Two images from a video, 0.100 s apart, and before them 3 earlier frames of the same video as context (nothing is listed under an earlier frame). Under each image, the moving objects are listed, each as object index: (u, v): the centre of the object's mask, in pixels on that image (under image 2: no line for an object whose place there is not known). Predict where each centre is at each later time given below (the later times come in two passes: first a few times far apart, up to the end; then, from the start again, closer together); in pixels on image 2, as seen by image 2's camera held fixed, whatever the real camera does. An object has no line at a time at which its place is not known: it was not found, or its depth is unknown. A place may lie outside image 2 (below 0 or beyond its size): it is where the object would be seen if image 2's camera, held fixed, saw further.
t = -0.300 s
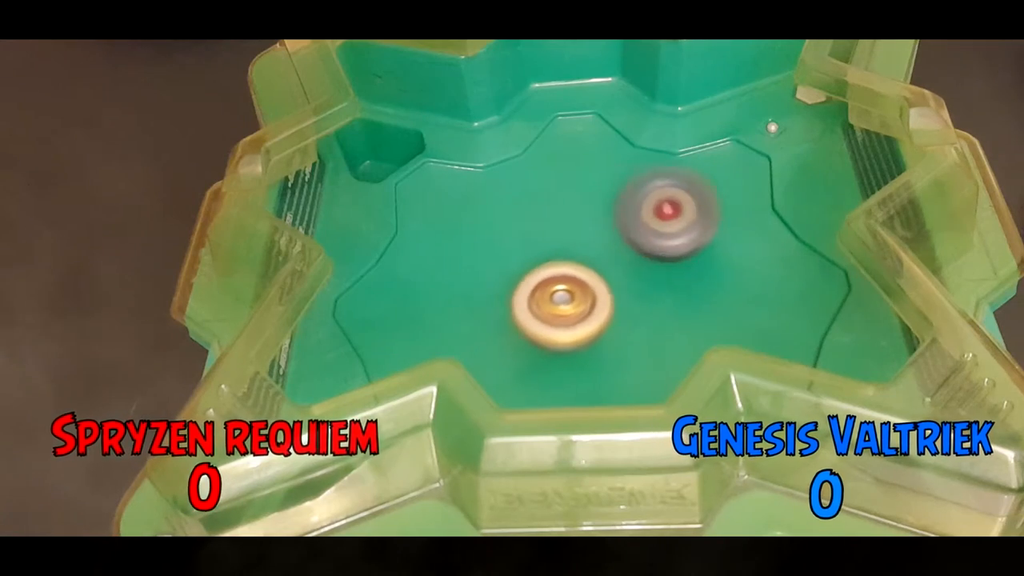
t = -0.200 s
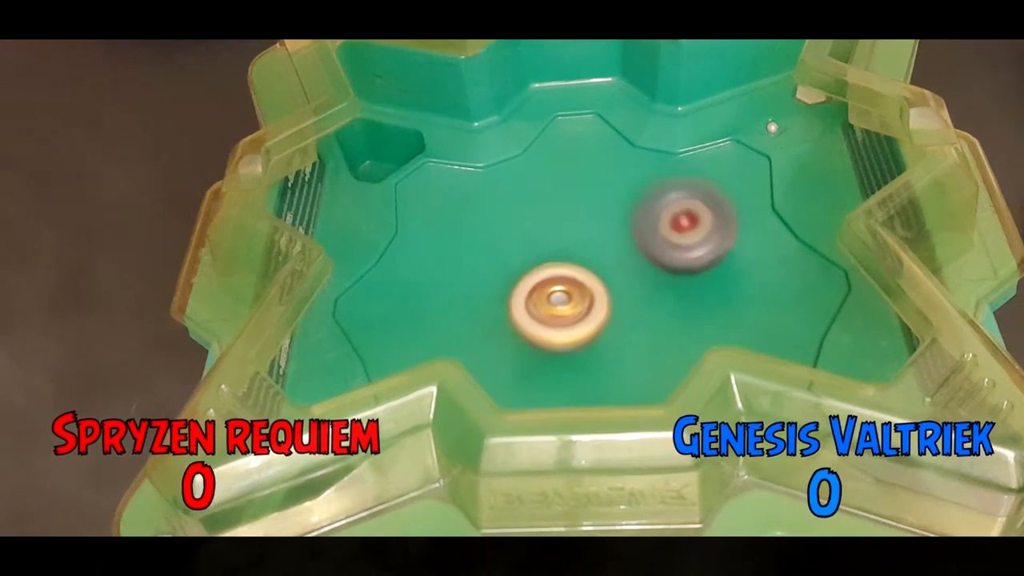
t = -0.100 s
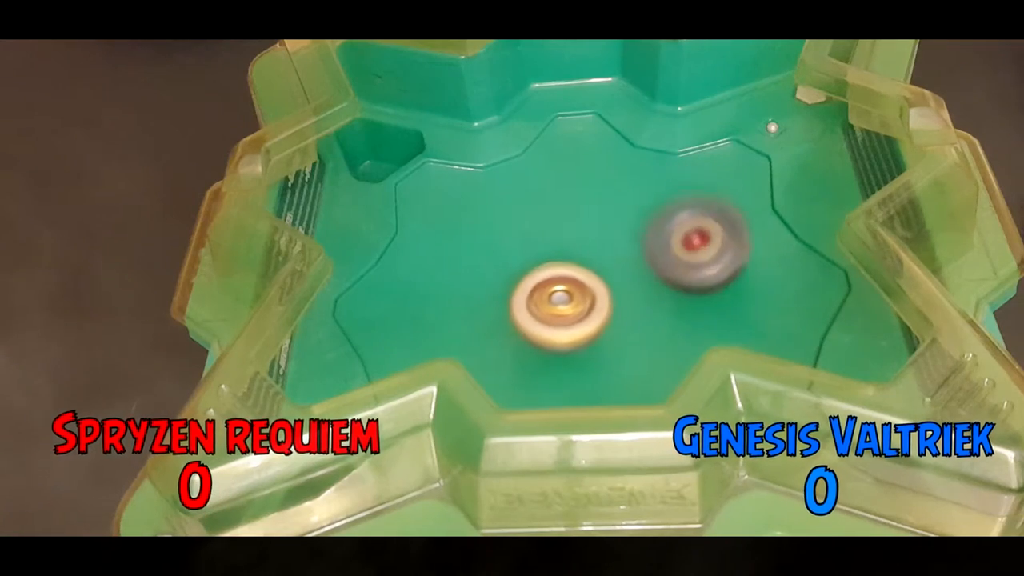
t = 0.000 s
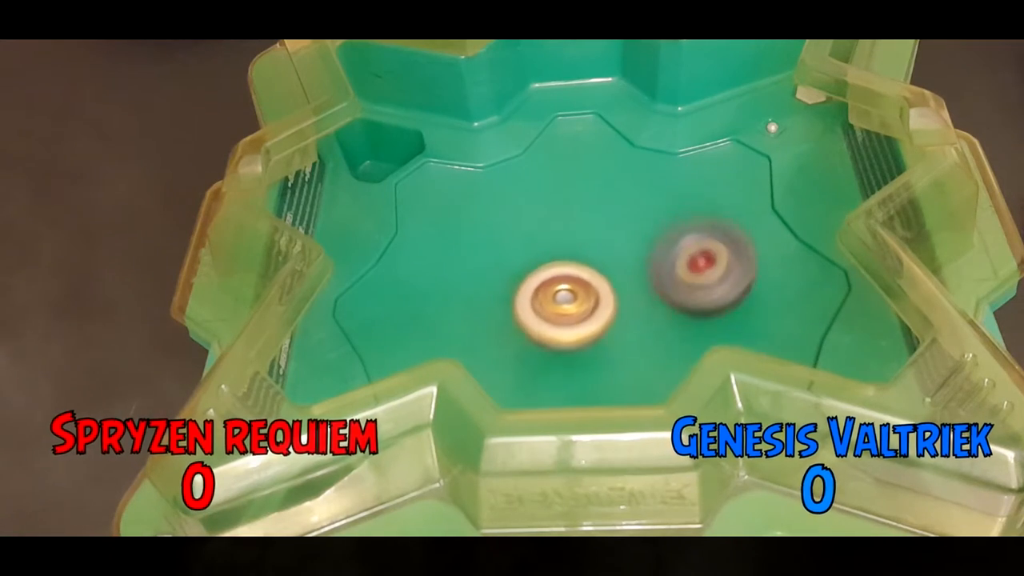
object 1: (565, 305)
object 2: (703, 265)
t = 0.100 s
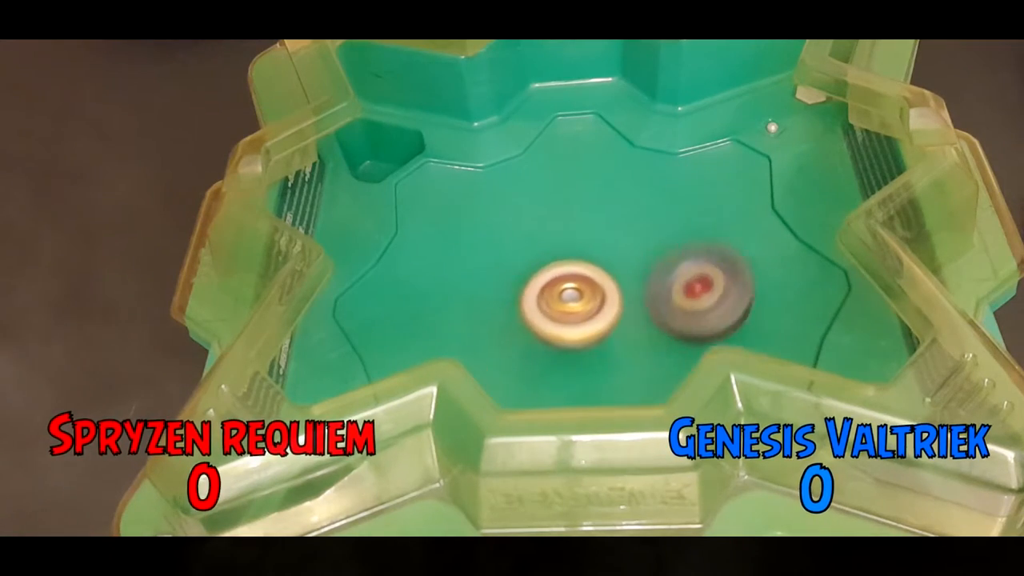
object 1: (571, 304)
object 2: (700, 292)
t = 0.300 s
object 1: (554, 289)
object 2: (705, 330)
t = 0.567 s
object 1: (534, 261)
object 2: (651, 369)
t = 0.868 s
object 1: (555, 283)
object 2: (539, 373)
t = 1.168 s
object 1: (582, 292)
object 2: (472, 330)
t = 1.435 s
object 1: (594, 309)
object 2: (474, 266)
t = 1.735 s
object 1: (602, 310)
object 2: (547, 219)
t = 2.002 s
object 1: (602, 311)
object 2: (621, 214)
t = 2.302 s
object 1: (573, 328)
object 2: (695, 250)
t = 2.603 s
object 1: (534, 331)
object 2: (690, 310)
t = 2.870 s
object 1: (531, 311)
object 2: (631, 364)
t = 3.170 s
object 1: (538, 238)
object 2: (572, 390)
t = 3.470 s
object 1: (565, 202)
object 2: (524, 366)
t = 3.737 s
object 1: (586, 224)
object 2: (523, 301)
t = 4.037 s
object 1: (635, 251)
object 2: (534, 289)
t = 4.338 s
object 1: (680, 285)
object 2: (547, 296)
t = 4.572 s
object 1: (695, 318)
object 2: (534, 295)
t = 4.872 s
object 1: (670, 332)
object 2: (521, 287)
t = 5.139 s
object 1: (639, 316)
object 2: (522, 270)
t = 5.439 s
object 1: (614, 307)
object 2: (520, 259)
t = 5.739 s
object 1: (612, 316)
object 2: (521, 243)
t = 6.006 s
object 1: (614, 322)
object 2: (548, 250)
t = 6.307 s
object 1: (629, 340)
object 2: (565, 252)
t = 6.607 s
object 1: (626, 333)
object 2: (557, 269)
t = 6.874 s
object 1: (615, 324)
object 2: (533, 270)
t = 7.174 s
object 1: (604, 311)
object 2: (531, 248)
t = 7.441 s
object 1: (606, 317)
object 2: (548, 234)
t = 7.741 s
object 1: (611, 320)
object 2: (567, 245)
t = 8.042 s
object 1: (626, 325)
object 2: (550, 254)
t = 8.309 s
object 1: (625, 315)
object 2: (540, 266)
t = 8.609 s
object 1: (610, 311)
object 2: (521, 262)
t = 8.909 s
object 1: (610, 314)
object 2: (532, 253)
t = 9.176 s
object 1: (622, 328)
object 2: (551, 252)
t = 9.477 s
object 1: (624, 329)
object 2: (558, 266)
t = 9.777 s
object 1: (621, 325)
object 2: (546, 269)
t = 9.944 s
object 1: (624, 329)
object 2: (534, 259)
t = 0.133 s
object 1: (573, 303)
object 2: (697, 301)
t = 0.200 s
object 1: (578, 301)
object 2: (688, 317)
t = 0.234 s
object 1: (577, 301)
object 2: (687, 317)
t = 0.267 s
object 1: (567, 296)
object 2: (694, 323)
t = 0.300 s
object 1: (554, 289)
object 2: (705, 330)
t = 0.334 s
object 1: (545, 283)
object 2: (710, 334)
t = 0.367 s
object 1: (539, 276)
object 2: (708, 338)
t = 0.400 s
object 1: (535, 271)
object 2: (703, 343)
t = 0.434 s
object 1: (533, 267)
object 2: (693, 348)
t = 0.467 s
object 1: (532, 264)
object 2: (681, 355)
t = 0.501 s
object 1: (532, 262)
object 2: (670, 361)
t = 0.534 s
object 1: (532, 261)
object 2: (660, 365)
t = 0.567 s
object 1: (534, 261)
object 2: (651, 369)
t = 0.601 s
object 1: (536, 262)
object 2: (642, 372)
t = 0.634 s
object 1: (538, 263)
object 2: (632, 375)
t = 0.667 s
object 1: (540, 264)
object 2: (620, 377)
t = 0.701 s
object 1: (543, 267)
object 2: (607, 379)
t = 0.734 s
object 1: (545, 269)
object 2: (591, 379)
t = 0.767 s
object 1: (548, 272)
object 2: (578, 378)
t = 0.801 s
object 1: (550, 276)
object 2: (564, 377)
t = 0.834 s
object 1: (553, 279)
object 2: (551, 377)
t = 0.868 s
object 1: (555, 283)
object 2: (539, 373)
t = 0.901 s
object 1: (558, 284)
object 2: (529, 371)
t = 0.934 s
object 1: (561, 283)
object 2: (520, 370)
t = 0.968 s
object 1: (565, 283)
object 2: (514, 368)
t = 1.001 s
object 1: (569, 284)
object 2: (506, 364)
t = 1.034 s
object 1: (573, 285)
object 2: (498, 358)
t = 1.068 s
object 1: (576, 287)
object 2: (491, 352)
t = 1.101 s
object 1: (578, 288)
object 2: (485, 344)
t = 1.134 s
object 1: (581, 291)
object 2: (478, 337)
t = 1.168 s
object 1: (582, 292)
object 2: (472, 330)
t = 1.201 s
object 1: (583, 295)
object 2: (468, 322)
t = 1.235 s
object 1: (584, 297)
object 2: (465, 315)
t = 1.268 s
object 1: (584, 299)
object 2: (464, 306)
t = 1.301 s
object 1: (586, 302)
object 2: (464, 297)
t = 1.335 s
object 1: (587, 304)
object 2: (465, 289)
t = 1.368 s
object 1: (590, 306)
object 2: (466, 281)
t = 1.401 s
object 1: (592, 307)
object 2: (470, 274)
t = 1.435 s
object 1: (594, 309)
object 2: (474, 266)
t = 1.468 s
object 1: (596, 309)
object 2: (480, 259)
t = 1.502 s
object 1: (597, 310)
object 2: (487, 252)
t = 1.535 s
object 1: (598, 310)
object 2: (494, 246)
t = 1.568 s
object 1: (598, 310)
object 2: (502, 240)
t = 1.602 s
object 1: (599, 310)
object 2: (510, 234)
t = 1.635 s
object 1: (600, 311)
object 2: (518, 229)
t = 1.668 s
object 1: (600, 311)
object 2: (527, 225)
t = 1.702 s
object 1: (601, 311)
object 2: (537, 222)
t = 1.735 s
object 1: (602, 310)
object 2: (547, 219)
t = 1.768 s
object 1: (603, 309)
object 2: (557, 217)
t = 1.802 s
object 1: (604, 308)
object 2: (568, 216)
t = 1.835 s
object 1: (604, 306)
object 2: (578, 216)
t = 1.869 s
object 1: (604, 304)
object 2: (589, 215)
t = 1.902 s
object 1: (603, 303)
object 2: (599, 215)
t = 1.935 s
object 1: (604, 304)
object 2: (608, 214)
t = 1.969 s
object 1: (603, 307)
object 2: (614, 213)
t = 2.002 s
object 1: (602, 311)
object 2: (621, 214)
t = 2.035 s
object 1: (602, 313)
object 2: (628, 217)
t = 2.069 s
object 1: (601, 314)
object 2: (635, 222)
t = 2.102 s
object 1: (600, 314)
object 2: (642, 228)
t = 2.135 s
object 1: (599, 315)
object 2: (650, 233)
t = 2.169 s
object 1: (598, 316)
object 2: (658, 238)
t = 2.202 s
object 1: (596, 317)
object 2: (664, 243)
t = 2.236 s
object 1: (593, 318)
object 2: (670, 249)
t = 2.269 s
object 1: (583, 323)
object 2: (683, 250)
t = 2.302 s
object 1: (573, 328)
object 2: (695, 250)
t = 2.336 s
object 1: (564, 330)
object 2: (702, 251)
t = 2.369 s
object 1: (558, 331)
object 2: (705, 255)
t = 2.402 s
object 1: (552, 332)
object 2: (707, 260)
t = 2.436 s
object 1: (548, 332)
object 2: (707, 267)
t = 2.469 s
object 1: (544, 333)
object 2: (706, 276)
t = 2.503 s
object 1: (541, 333)
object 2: (703, 285)
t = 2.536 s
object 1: (538, 333)
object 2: (700, 293)
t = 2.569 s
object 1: (536, 332)
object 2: (696, 302)
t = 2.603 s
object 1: (534, 331)
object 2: (690, 310)
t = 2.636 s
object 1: (533, 330)
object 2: (683, 318)
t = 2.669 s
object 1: (532, 329)
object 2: (676, 326)
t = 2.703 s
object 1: (532, 327)
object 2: (669, 333)
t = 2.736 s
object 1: (532, 325)
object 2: (660, 340)
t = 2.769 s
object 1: (533, 323)
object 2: (652, 348)
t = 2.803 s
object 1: (534, 320)
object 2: (643, 354)
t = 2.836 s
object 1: (532, 315)
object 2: (637, 360)
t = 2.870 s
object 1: (531, 311)
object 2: (631, 364)
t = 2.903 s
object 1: (532, 307)
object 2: (624, 366)
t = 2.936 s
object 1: (533, 303)
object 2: (613, 368)
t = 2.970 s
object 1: (534, 299)
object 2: (602, 368)
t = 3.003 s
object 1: (536, 295)
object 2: (592, 369)
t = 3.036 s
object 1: (537, 289)
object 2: (584, 370)
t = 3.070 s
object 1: (534, 272)
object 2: (583, 380)
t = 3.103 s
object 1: (533, 258)
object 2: (582, 385)
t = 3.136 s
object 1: (534, 247)
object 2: (577, 388)
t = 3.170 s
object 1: (538, 238)
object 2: (572, 390)
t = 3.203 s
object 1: (541, 231)
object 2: (565, 390)
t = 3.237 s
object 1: (544, 224)
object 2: (559, 390)
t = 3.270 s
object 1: (547, 219)
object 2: (552, 388)
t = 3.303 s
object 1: (550, 214)
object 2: (546, 386)
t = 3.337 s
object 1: (553, 210)
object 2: (540, 384)
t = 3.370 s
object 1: (556, 206)
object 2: (535, 381)
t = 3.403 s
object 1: (559, 204)
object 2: (531, 377)
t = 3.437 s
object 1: (562, 202)
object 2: (527, 371)
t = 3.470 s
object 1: (565, 202)
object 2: (524, 366)
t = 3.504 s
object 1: (568, 203)
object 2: (522, 360)
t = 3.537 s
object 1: (571, 205)
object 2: (520, 350)
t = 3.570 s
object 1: (573, 207)
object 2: (520, 341)
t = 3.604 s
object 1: (575, 211)
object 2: (520, 331)
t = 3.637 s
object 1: (577, 215)
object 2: (522, 322)
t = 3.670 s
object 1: (579, 219)
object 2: (523, 314)
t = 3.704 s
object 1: (581, 224)
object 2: (526, 303)
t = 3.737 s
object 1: (586, 224)
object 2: (523, 301)
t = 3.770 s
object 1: (592, 223)
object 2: (517, 301)
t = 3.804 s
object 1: (596, 224)
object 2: (514, 301)
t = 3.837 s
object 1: (601, 227)
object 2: (515, 300)
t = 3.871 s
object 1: (605, 231)
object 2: (519, 296)
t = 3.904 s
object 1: (610, 236)
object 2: (524, 291)
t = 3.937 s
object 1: (617, 239)
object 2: (525, 290)
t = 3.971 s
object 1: (625, 242)
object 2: (527, 290)
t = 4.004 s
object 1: (631, 247)
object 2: (530, 290)
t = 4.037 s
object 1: (635, 251)
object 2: (534, 289)
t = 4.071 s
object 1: (643, 255)
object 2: (534, 289)
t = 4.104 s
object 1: (651, 258)
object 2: (531, 290)
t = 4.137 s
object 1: (658, 261)
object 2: (531, 292)
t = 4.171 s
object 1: (664, 265)
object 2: (533, 293)
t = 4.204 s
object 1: (669, 268)
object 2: (535, 293)
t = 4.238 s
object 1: (673, 272)
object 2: (538, 294)
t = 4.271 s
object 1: (676, 276)
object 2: (540, 294)
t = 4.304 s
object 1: (678, 280)
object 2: (544, 294)
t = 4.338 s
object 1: (680, 285)
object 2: (547, 296)
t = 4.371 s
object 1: (680, 289)
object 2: (550, 296)
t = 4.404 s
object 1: (680, 294)
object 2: (554, 297)
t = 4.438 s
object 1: (678, 298)
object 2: (557, 298)
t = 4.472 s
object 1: (675, 302)
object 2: (561, 299)
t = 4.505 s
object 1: (674, 306)
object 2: (561, 300)
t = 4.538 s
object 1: (686, 311)
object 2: (545, 297)
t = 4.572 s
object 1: (695, 318)
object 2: (534, 295)
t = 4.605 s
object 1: (697, 321)
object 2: (527, 293)
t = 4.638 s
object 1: (698, 324)
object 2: (523, 293)
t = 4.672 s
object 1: (696, 327)
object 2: (520, 293)
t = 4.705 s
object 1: (693, 329)
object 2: (519, 292)
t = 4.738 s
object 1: (692, 334)
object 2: (518, 291)
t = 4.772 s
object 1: (688, 335)
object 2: (518, 290)
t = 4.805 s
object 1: (682, 334)
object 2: (519, 289)
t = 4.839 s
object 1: (675, 332)
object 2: (520, 288)
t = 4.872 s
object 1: (670, 332)
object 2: (521, 287)
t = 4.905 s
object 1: (664, 329)
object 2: (523, 286)
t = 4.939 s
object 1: (658, 327)
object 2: (526, 286)
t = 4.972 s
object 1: (651, 324)
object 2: (529, 285)
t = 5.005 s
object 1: (644, 321)
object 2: (532, 284)
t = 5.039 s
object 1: (637, 317)
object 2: (534, 283)
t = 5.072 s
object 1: (639, 316)
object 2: (530, 279)
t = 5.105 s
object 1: (640, 316)
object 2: (524, 273)
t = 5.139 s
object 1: (639, 316)
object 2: (522, 270)
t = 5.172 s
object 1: (635, 315)
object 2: (522, 269)
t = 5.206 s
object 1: (631, 314)
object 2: (523, 268)
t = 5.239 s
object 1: (626, 312)
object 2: (523, 267)
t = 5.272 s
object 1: (621, 310)
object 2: (525, 265)
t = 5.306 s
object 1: (619, 309)
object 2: (525, 264)
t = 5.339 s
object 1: (621, 308)
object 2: (519, 261)
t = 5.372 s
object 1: (620, 308)
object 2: (518, 260)
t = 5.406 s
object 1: (617, 307)
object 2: (518, 260)
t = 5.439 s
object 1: (614, 307)
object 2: (520, 259)
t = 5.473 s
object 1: (611, 306)
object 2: (521, 259)
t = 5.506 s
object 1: (612, 307)
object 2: (521, 256)
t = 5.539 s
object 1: (612, 307)
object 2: (521, 254)
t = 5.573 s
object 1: (611, 308)
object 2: (521, 253)
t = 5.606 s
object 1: (609, 308)
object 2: (523, 252)
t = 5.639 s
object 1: (607, 308)
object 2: (525, 252)
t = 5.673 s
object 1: (606, 308)
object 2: (526, 250)
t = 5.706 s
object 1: (611, 313)
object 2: (523, 247)
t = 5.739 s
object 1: (612, 316)
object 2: (521, 243)
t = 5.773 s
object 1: (613, 318)
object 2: (521, 242)
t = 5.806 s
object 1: (614, 320)
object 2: (522, 242)
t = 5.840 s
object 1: (615, 321)
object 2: (525, 242)
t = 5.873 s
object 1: (615, 321)
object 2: (529, 243)
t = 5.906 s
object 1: (615, 322)
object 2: (533, 244)
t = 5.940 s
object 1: (615, 322)
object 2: (539, 246)
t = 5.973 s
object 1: (615, 322)
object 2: (543, 248)
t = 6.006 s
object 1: (614, 322)
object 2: (548, 250)
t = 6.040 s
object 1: (614, 322)
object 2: (553, 251)
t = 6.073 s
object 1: (620, 327)
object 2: (553, 247)
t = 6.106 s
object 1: (624, 332)
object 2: (553, 241)
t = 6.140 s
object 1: (625, 336)
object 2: (554, 240)
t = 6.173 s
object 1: (626, 338)
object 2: (556, 240)
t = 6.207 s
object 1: (626, 339)
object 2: (558, 243)
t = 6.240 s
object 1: (628, 339)
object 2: (560, 246)
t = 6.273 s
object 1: (629, 340)
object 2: (563, 249)
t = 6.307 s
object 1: (629, 340)
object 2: (565, 252)
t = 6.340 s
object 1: (629, 339)
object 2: (567, 255)
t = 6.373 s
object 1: (628, 338)
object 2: (570, 259)
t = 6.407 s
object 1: (628, 336)
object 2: (571, 262)
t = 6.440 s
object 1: (628, 335)
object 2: (571, 265)
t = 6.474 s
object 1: (630, 337)
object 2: (569, 265)
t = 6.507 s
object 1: (631, 337)
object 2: (565, 265)
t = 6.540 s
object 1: (630, 337)
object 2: (562, 266)
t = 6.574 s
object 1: (628, 336)
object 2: (560, 268)
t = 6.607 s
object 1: (626, 333)
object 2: (557, 269)
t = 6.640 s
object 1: (625, 331)
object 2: (554, 271)
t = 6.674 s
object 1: (625, 330)
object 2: (550, 271)
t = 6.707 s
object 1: (623, 330)
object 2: (548, 272)
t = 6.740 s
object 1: (621, 328)
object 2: (545, 273)
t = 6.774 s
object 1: (620, 327)
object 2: (541, 273)
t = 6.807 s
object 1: (617, 325)
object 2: (538, 272)
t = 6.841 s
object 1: (616, 324)
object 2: (536, 271)
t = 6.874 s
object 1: (615, 324)
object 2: (533, 270)
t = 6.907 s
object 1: (615, 323)
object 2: (528, 266)
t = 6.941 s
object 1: (615, 323)
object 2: (525, 264)
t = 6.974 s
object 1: (613, 322)
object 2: (524, 261)
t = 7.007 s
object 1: (611, 320)
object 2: (523, 259)
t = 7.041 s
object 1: (610, 318)
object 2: (524, 256)
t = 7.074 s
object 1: (608, 316)
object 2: (525, 254)
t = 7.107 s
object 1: (606, 313)
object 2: (527, 252)
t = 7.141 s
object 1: (604, 312)
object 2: (529, 250)
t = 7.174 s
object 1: (604, 311)
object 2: (531, 248)
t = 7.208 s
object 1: (605, 311)
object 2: (531, 245)
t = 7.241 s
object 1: (604, 311)
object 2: (532, 243)
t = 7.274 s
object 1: (603, 311)
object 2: (535, 242)
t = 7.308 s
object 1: (601, 310)
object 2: (538, 241)
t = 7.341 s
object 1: (603, 312)
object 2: (541, 238)
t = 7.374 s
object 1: (606, 314)
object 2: (543, 235)
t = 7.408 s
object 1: (607, 316)
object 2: (545, 235)
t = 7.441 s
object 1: (606, 317)
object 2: (548, 234)
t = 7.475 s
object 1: (606, 318)
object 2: (552, 235)
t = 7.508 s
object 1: (606, 318)
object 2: (556, 236)
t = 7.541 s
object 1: (606, 318)
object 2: (560, 238)
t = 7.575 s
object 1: (606, 318)
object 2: (563, 239)
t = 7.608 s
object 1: (607, 319)
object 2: (564, 239)
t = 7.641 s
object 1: (610, 320)
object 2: (565, 241)
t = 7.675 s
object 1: (609, 320)
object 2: (566, 242)
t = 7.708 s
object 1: (610, 320)
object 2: (567, 244)
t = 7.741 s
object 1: (611, 320)
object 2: (567, 245)
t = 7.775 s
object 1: (613, 320)
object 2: (566, 247)
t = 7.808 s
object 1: (613, 321)
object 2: (564, 248)
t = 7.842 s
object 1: (615, 320)
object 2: (563, 249)
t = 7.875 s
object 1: (616, 320)
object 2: (562, 250)
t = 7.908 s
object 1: (619, 322)
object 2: (559, 250)
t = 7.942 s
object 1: (621, 324)
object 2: (557, 251)
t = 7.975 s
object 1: (622, 325)
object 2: (554, 252)
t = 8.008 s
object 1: (623, 325)
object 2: (552, 253)
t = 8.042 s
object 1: (626, 325)
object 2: (550, 254)
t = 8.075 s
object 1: (627, 324)
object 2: (549, 255)
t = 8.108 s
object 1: (628, 323)
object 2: (548, 256)
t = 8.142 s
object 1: (627, 322)
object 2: (546, 258)
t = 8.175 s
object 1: (628, 320)
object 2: (545, 260)
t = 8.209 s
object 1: (626, 318)
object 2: (544, 262)
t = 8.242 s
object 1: (625, 316)
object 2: (544, 265)
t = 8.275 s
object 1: (625, 315)
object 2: (542, 265)
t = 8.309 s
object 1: (625, 315)
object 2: (540, 266)
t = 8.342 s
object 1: (623, 315)
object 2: (537, 266)
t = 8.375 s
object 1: (622, 314)
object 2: (535, 267)
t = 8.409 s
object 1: (620, 313)
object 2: (534, 267)
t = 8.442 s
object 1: (618, 313)
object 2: (532, 265)
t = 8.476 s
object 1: (617, 313)
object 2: (530, 265)
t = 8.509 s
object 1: (617, 313)
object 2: (526, 264)
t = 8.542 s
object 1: (615, 313)
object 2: (523, 264)
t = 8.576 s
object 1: (612, 312)
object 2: (522, 263)
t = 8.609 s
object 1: (610, 311)
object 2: (521, 262)
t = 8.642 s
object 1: (607, 310)
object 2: (521, 261)
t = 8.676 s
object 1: (610, 311)
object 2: (519, 258)
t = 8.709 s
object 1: (610, 311)
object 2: (519, 258)
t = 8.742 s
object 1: (611, 311)
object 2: (519, 257)
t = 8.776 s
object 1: (612, 312)
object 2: (521, 256)
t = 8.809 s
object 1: (612, 313)
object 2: (523, 255)
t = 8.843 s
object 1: (611, 313)
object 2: (526, 254)
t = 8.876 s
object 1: (611, 313)
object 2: (529, 254)
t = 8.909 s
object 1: (610, 314)
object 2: (532, 253)
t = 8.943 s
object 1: (614, 317)
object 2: (533, 249)
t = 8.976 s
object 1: (617, 321)
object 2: (532, 246)
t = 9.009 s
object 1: (618, 324)
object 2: (534, 245)
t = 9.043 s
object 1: (619, 325)
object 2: (537, 245)
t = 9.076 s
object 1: (620, 327)
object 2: (539, 247)
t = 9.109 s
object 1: (621, 327)
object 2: (543, 248)
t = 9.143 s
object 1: (621, 328)
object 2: (547, 250)
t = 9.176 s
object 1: (622, 328)
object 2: (551, 252)
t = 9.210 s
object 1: (622, 327)
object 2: (555, 255)
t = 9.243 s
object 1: (621, 327)
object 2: (558, 258)
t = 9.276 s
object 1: (622, 327)
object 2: (560, 259)
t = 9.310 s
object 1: (624, 328)
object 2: (560, 260)
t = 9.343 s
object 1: (625, 330)
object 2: (560, 259)
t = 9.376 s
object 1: (626, 330)
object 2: (559, 260)
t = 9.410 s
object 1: (625, 330)
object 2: (558, 261)
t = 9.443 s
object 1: (625, 330)
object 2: (558, 264)
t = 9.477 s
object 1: (624, 329)
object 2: (558, 266)
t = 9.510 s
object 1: (626, 330)
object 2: (556, 266)
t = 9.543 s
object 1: (628, 332)
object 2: (554, 266)
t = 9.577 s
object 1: (628, 332)
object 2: (552, 266)
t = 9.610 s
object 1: (628, 332)
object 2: (550, 268)
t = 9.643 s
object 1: (628, 331)
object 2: (549, 268)
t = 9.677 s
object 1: (626, 330)
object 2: (548, 268)
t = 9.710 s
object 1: (625, 329)
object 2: (547, 269)
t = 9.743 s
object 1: (623, 327)
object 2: (546, 269)
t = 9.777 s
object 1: (621, 325)
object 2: (546, 269)
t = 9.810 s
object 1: (621, 325)
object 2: (544, 268)
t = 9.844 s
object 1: (620, 324)
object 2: (543, 268)
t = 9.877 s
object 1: (621, 326)
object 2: (540, 266)
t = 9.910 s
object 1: (624, 328)
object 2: (536, 261)
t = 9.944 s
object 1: (624, 329)
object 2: (534, 259)
